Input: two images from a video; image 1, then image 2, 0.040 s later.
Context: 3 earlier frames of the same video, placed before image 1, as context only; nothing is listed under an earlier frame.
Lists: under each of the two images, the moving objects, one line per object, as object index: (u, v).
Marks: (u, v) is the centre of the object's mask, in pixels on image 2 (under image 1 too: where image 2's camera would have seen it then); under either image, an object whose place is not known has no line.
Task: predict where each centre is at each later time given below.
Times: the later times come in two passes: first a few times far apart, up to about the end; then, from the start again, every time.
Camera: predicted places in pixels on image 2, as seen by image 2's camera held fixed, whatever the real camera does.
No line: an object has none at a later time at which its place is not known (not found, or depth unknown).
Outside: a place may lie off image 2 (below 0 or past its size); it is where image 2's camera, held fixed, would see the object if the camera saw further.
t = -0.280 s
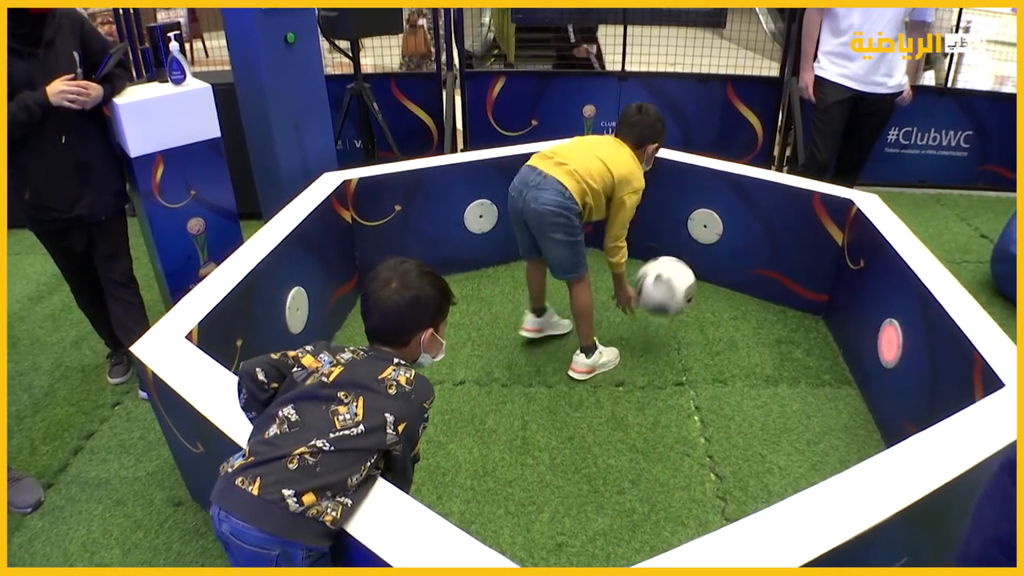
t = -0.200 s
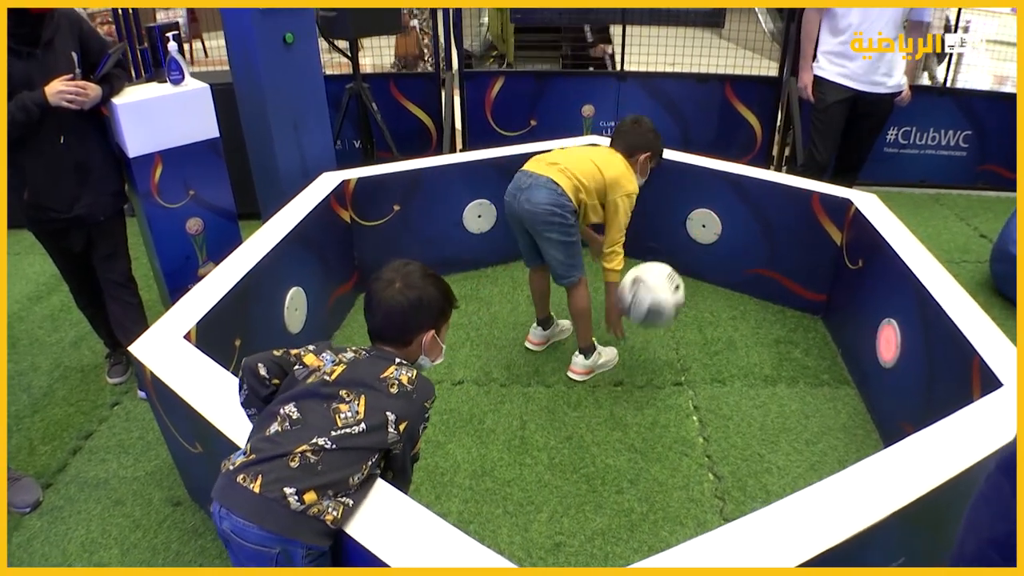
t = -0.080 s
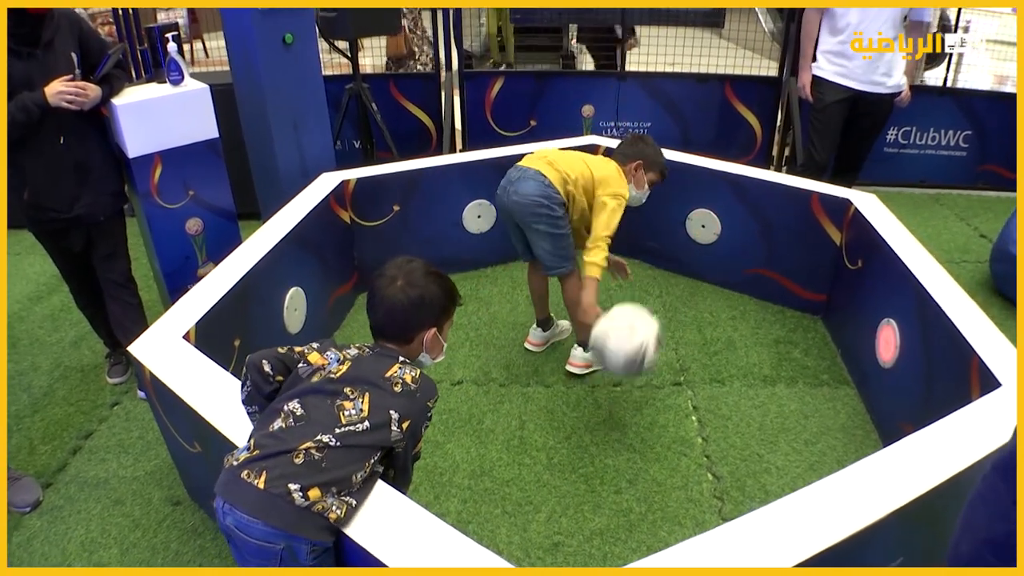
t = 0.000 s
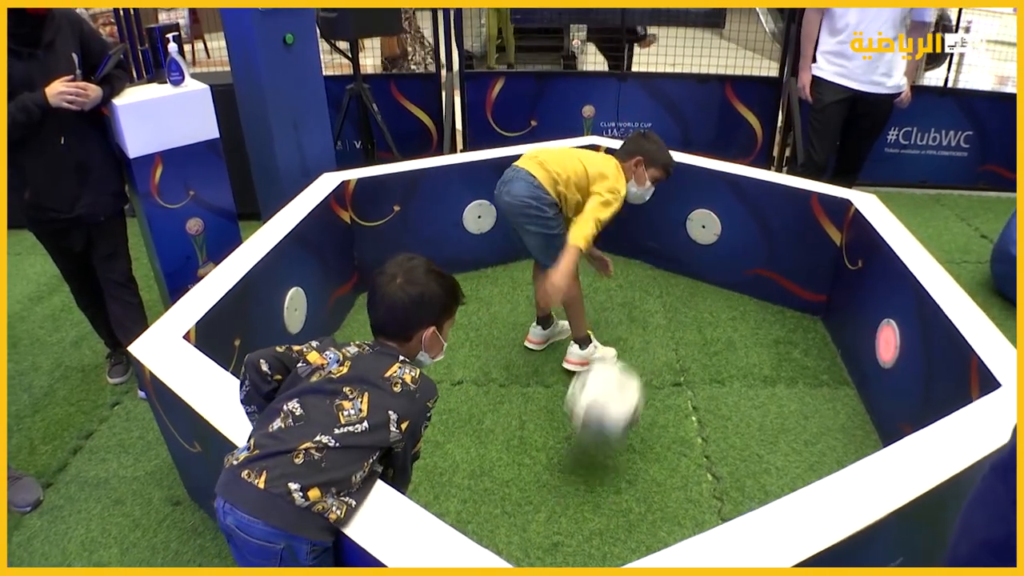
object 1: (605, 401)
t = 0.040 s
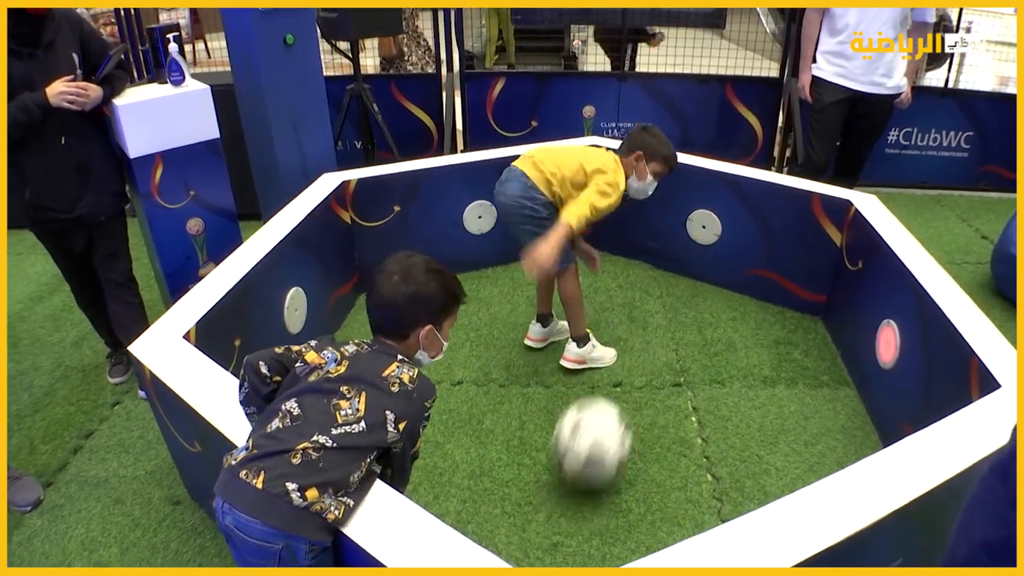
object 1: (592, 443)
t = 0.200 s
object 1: (535, 516)
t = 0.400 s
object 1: (539, 537)
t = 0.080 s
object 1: (585, 476)
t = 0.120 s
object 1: (576, 482)
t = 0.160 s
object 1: (551, 496)
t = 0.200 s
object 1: (535, 516)
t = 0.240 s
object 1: (521, 530)
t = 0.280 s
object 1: (509, 543)
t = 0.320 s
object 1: (511, 544)
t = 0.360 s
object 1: (524, 540)
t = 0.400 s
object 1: (539, 537)
